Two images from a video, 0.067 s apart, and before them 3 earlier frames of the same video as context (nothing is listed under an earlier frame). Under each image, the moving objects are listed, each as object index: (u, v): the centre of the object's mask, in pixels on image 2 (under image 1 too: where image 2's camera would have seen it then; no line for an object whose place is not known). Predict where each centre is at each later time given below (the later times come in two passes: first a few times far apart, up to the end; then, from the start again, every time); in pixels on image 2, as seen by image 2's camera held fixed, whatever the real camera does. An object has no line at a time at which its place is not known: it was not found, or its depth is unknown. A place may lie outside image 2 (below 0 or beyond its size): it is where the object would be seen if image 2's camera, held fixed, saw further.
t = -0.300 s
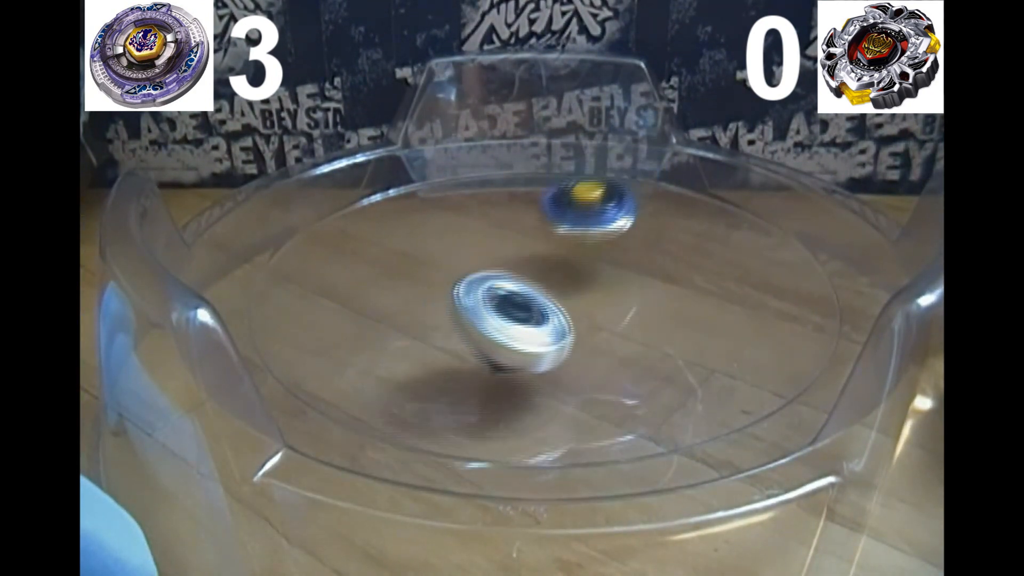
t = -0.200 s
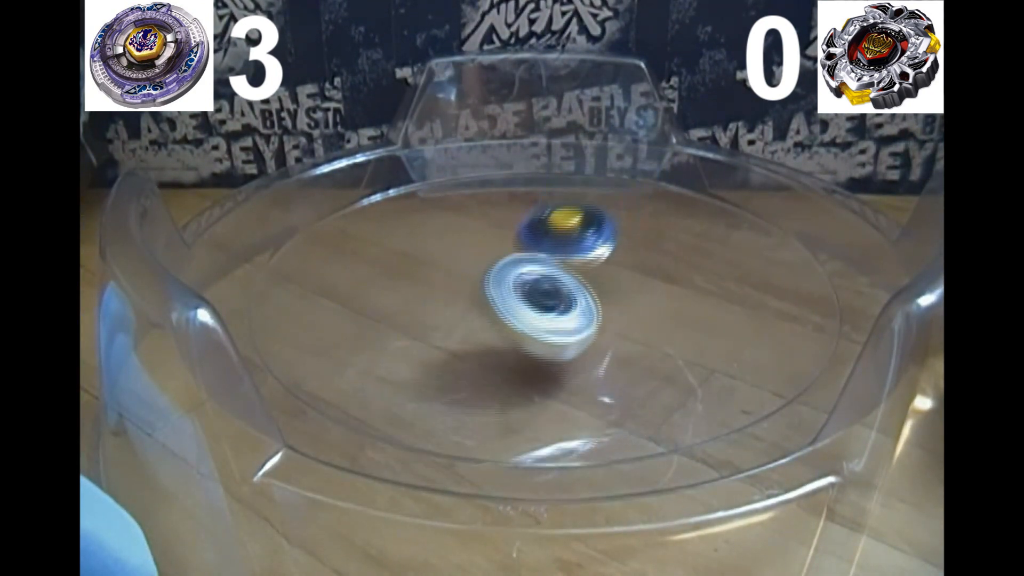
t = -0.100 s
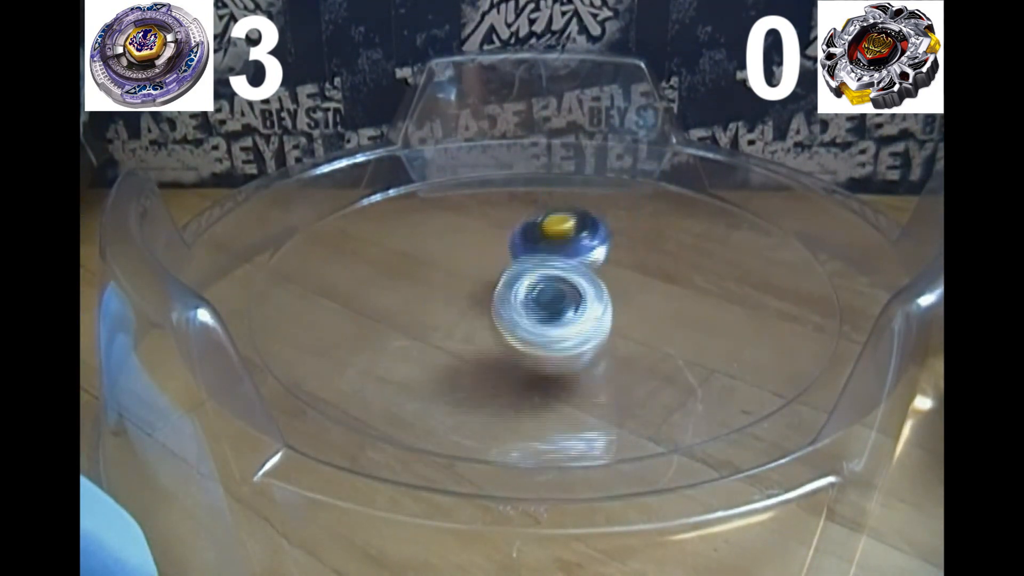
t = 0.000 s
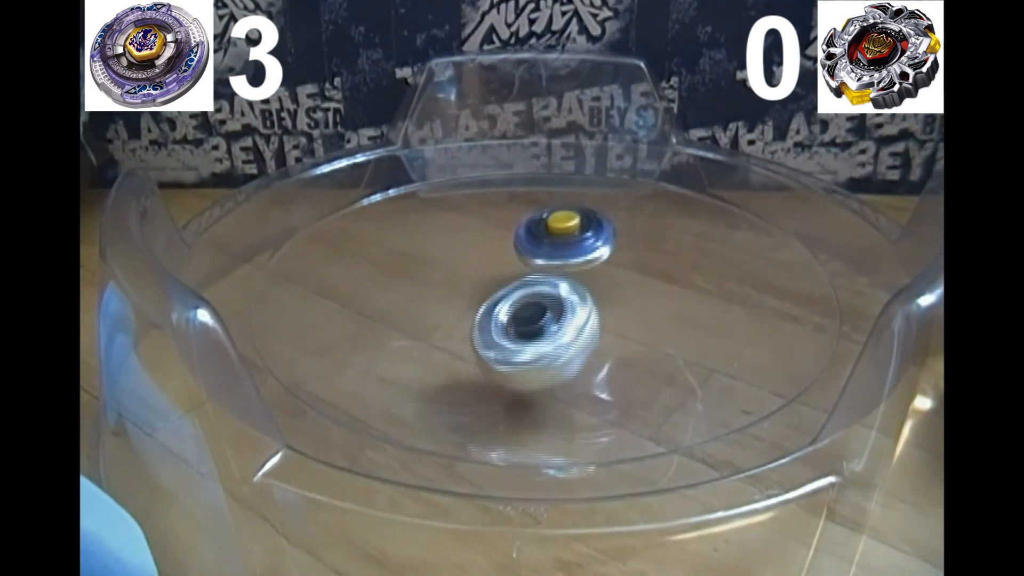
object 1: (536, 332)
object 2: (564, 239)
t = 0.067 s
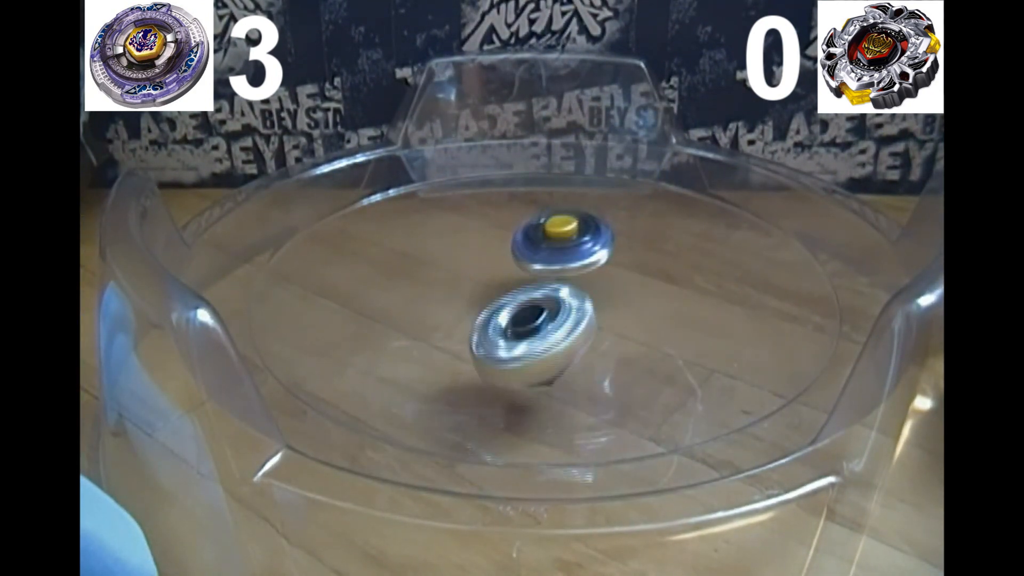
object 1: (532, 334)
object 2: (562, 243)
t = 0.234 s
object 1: (555, 341)
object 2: (553, 253)
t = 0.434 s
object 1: (566, 347)
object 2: (543, 262)
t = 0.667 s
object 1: (544, 318)
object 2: (531, 261)
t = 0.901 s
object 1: (514, 306)
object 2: (523, 247)
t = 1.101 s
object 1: (454, 318)
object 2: (552, 215)
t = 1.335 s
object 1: (420, 334)
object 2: (551, 163)
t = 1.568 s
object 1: (462, 317)
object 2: (540, 201)
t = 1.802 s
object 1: (518, 321)
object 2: (543, 249)
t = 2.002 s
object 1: (523, 320)
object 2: (610, 289)
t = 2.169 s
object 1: (552, 332)
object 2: (688, 304)
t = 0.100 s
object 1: (537, 336)
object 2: (560, 245)
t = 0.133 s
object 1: (542, 337)
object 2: (558, 247)
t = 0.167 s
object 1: (547, 339)
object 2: (557, 249)
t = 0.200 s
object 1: (551, 340)
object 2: (555, 251)
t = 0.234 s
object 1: (555, 341)
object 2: (553, 253)
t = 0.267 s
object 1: (558, 343)
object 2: (551, 255)
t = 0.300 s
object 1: (560, 345)
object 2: (549, 256)
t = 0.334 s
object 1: (562, 347)
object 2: (548, 258)
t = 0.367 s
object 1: (564, 348)
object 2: (546, 259)
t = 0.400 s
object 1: (566, 348)
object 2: (545, 261)
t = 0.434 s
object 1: (566, 347)
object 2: (543, 262)
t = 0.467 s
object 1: (565, 344)
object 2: (541, 264)
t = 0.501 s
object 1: (563, 340)
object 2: (540, 265)
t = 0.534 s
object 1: (559, 335)
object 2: (538, 266)
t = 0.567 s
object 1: (555, 331)
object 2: (536, 266)
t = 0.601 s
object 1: (550, 326)
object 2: (535, 265)
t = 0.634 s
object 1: (547, 321)
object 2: (533, 264)
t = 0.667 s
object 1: (544, 318)
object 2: (531, 261)
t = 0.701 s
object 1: (541, 316)
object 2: (529, 258)
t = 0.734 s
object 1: (537, 314)
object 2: (527, 254)
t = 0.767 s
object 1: (534, 313)
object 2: (526, 253)
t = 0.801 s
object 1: (529, 310)
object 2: (525, 251)
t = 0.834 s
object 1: (524, 306)
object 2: (524, 250)
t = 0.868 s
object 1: (519, 306)
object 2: (523, 248)
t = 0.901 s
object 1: (514, 306)
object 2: (523, 247)
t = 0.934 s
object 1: (508, 304)
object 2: (523, 246)
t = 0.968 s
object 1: (503, 302)
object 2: (522, 246)
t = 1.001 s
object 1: (499, 300)
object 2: (522, 246)
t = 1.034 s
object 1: (493, 299)
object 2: (522, 246)
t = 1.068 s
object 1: (475, 307)
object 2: (536, 234)
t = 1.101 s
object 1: (454, 318)
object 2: (552, 215)
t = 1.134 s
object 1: (437, 328)
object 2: (562, 201)
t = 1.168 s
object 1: (431, 334)
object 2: (566, 187)
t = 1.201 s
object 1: (427, 337)
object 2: (567, 178)
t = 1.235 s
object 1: (425, 337)
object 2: (563, 169)
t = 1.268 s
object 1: (424, 336)
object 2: (558, 165)
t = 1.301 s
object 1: (422, 335)
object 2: (553, 163)
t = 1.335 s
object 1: (420, 334)
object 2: (551, 163)
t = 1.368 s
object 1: (419, 332)
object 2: (549, 165)
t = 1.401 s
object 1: (422, 330)
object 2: (548, 168)
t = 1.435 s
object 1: (427, 326)
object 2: (545, 173)
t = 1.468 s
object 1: (434, 324)
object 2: (544, 178)
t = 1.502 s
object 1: (444, 321)
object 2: (542, 185)
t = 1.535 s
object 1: (453, 319)
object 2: (541, 193)
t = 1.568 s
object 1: (462, 317)
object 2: (540, 201)
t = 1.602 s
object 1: (474, 314)
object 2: (539, 213)
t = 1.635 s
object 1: (482, 315)
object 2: (537, 222)
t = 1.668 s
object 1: (489, 317)
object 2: (537, 231)
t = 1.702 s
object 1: (497, 317)
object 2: (539, 237)
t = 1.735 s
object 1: (504, 318)
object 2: (541, 241)
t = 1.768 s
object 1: (511, 319)
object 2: (543, 245)
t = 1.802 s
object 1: (518, 321)
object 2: (543, 249)
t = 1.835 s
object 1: (524, 321)
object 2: (543, 252)
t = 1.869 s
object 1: (531, 322)
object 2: (542, 256)
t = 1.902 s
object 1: (536, 324)
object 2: (543, 261)
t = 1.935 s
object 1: (543, 312)
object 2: (578, 257)
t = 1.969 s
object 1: (525, 305)
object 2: (603, 281)
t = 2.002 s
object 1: (523, 320)
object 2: (610, 289)
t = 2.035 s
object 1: (516, 331)
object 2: (625, 291)
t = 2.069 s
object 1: (523, 302)
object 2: (644, 295)
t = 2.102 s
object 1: (528, 310)
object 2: (663, 299)
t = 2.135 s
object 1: (541, 332)
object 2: (679, 302)
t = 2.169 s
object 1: (552, 332)
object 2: (688, 304)
